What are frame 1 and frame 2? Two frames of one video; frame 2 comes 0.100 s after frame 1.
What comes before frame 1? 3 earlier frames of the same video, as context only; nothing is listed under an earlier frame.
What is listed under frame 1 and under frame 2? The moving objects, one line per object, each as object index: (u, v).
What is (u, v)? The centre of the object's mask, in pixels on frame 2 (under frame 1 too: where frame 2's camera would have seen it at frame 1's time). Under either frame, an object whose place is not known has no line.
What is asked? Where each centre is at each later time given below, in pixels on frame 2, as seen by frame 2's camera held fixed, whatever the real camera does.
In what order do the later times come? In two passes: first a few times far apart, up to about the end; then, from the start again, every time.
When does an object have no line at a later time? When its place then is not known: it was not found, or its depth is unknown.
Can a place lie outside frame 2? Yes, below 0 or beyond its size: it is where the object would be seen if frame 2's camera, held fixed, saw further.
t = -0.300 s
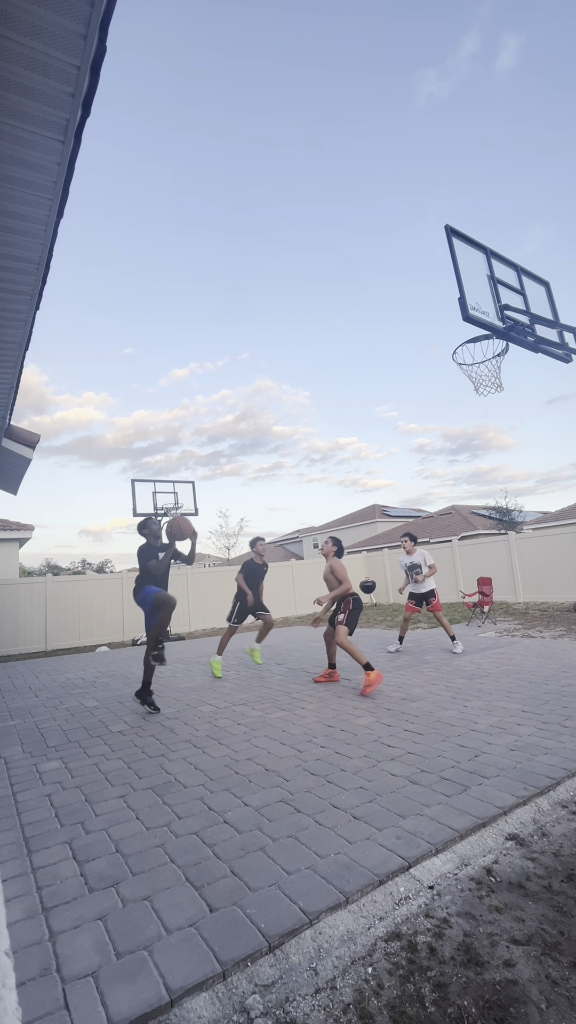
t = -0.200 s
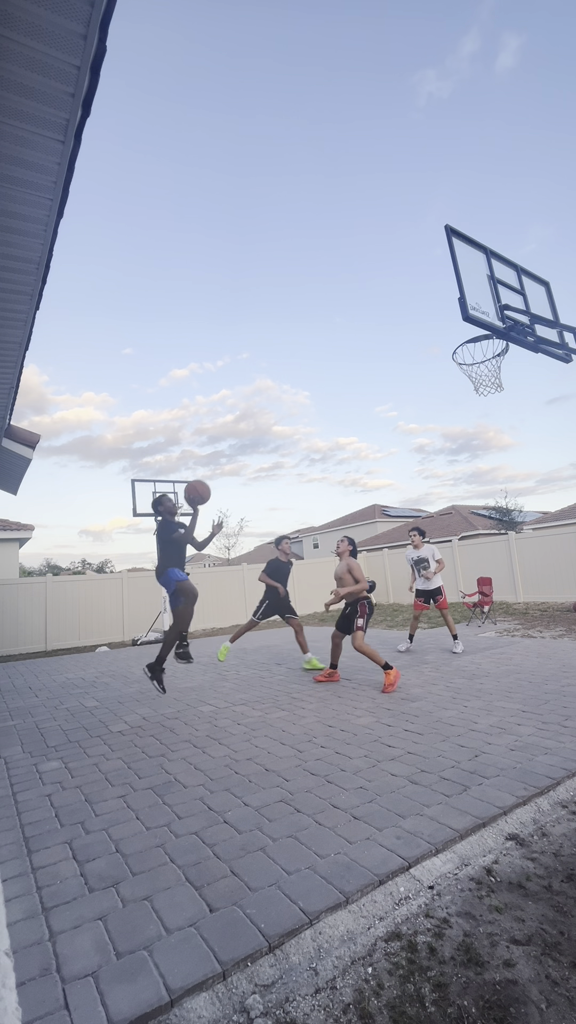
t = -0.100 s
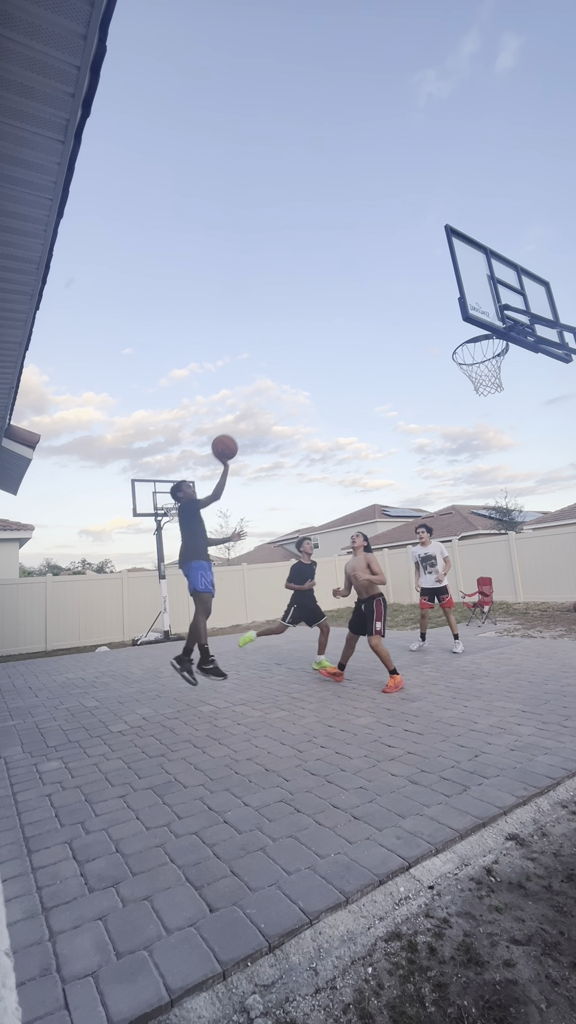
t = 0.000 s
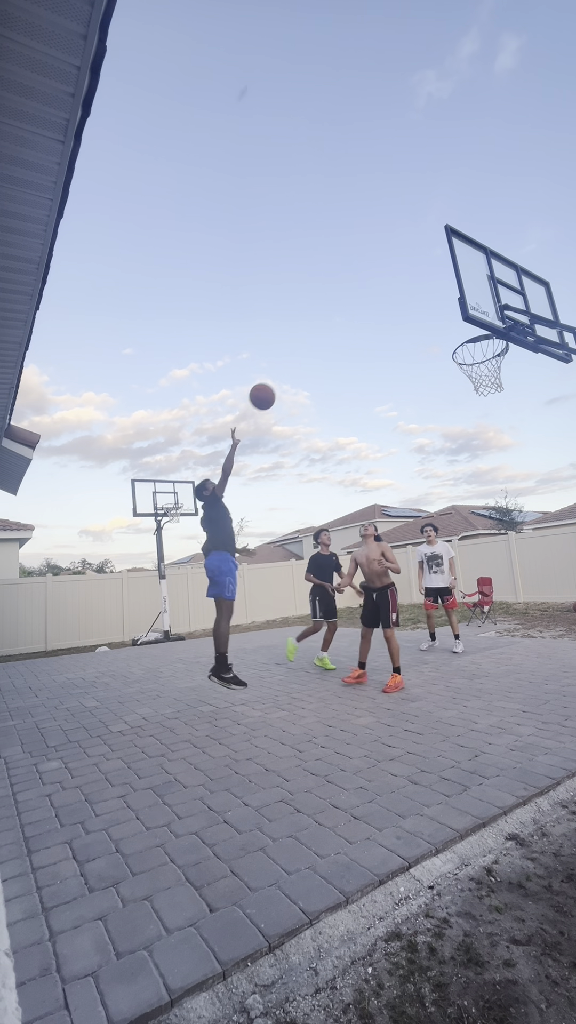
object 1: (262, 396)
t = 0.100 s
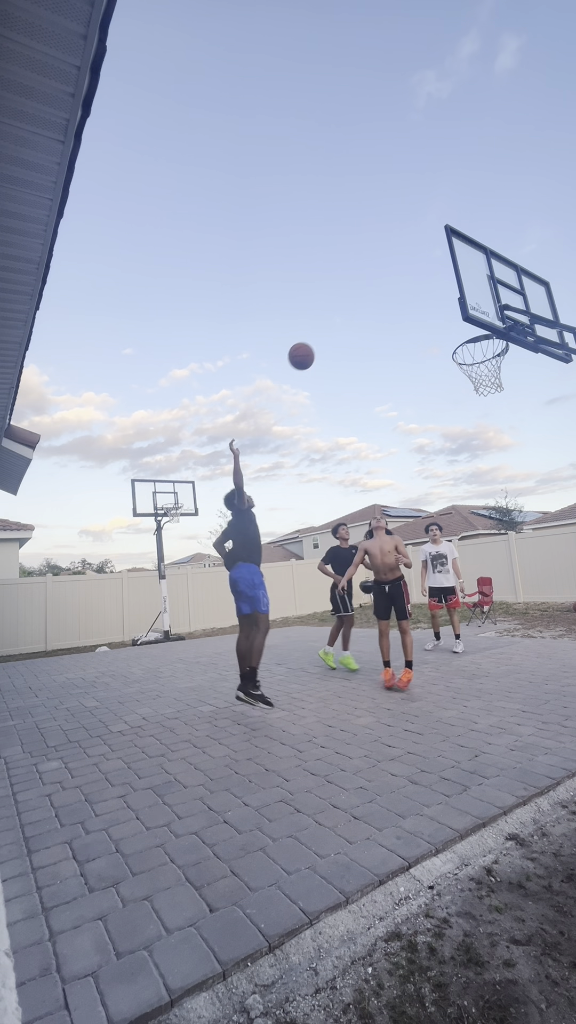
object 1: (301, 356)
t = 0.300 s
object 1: (382, 306)
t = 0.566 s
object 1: (482, 307)
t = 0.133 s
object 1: (314, 345)
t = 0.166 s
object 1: (328, 335)
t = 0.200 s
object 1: (341, 326)
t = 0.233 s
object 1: (355, 318)
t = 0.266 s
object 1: (368, 312)
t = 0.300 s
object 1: (382, 306)
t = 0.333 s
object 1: (396, 302)
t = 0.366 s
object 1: (411, 299)
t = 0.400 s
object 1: (425, 296)
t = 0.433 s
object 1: (440, 295)
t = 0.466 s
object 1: (451, 297)
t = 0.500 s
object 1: (475, 293)
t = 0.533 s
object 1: (482, 298)
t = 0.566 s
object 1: (482, 307)
